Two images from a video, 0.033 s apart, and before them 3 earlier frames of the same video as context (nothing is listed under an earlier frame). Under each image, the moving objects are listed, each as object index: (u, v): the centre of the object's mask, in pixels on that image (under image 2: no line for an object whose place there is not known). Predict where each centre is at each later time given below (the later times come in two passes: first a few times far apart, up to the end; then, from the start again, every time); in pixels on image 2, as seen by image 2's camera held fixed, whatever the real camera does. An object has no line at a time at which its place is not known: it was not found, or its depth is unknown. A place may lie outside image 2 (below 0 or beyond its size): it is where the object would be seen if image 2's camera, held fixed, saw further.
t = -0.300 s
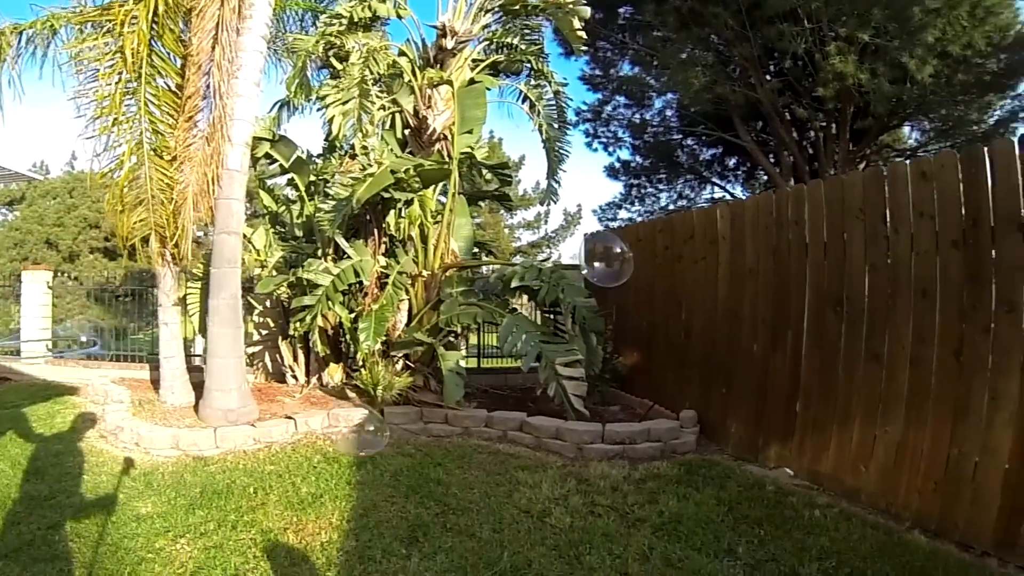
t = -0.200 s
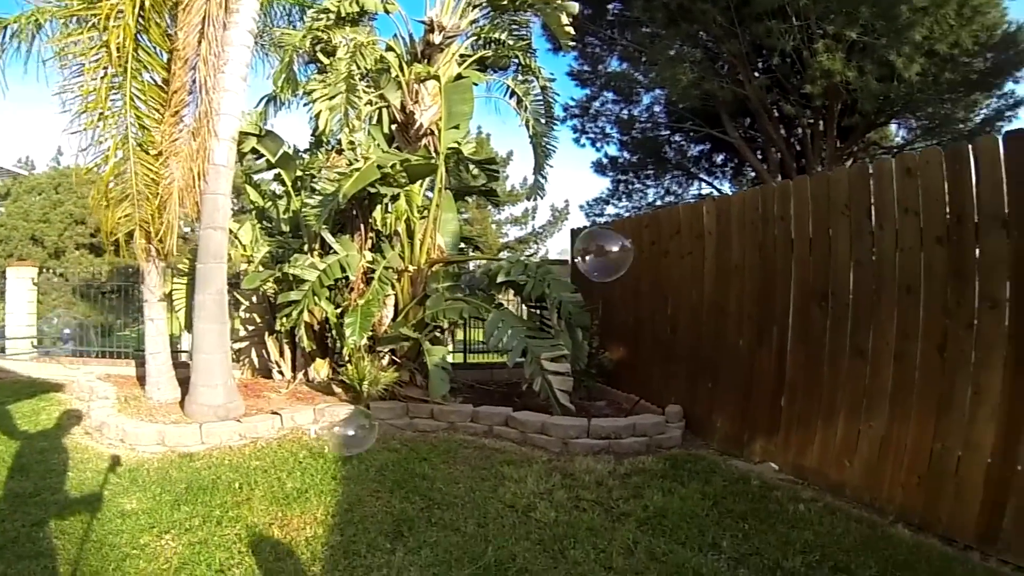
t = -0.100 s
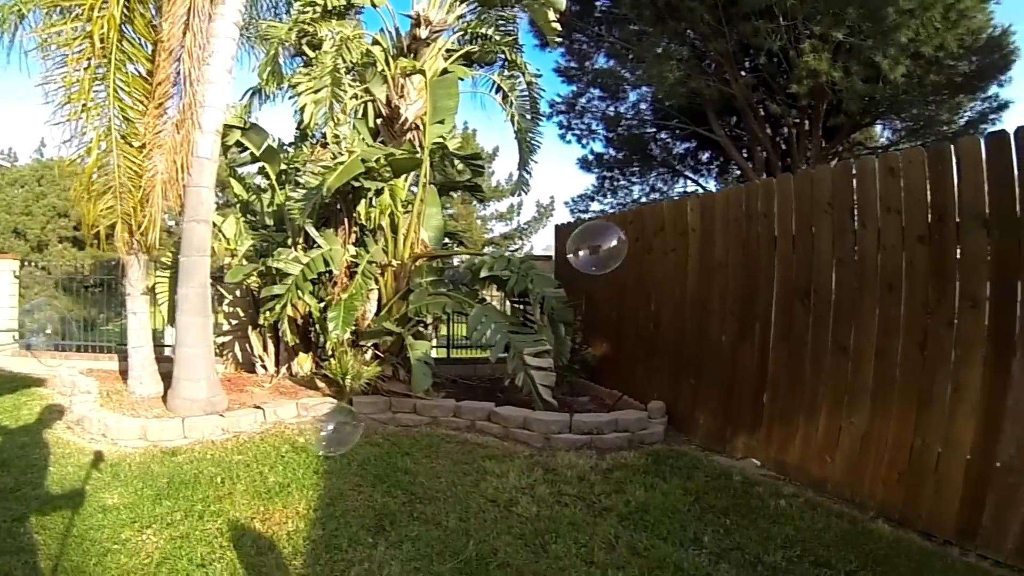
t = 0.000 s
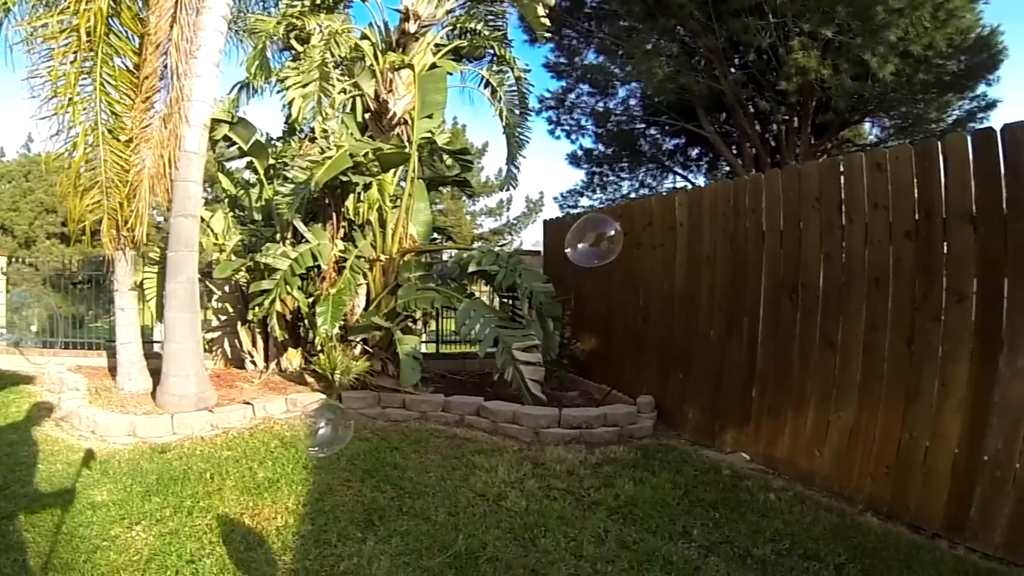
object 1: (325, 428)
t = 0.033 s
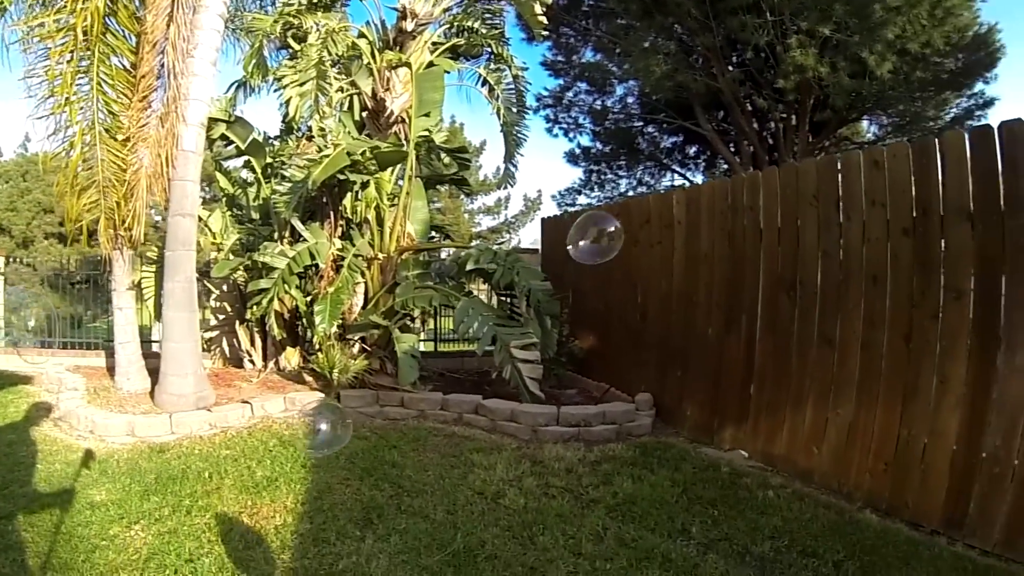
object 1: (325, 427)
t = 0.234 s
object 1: (328, 434)
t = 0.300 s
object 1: (332, 435)
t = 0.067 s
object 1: (324, 428)
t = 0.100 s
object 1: (327, 430)
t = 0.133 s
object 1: (324, 431)
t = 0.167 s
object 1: (325, 432)
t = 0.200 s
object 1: (327, 433)
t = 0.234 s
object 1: (328, 434)
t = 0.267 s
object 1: (330, 435)
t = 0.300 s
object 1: (332, 435)
